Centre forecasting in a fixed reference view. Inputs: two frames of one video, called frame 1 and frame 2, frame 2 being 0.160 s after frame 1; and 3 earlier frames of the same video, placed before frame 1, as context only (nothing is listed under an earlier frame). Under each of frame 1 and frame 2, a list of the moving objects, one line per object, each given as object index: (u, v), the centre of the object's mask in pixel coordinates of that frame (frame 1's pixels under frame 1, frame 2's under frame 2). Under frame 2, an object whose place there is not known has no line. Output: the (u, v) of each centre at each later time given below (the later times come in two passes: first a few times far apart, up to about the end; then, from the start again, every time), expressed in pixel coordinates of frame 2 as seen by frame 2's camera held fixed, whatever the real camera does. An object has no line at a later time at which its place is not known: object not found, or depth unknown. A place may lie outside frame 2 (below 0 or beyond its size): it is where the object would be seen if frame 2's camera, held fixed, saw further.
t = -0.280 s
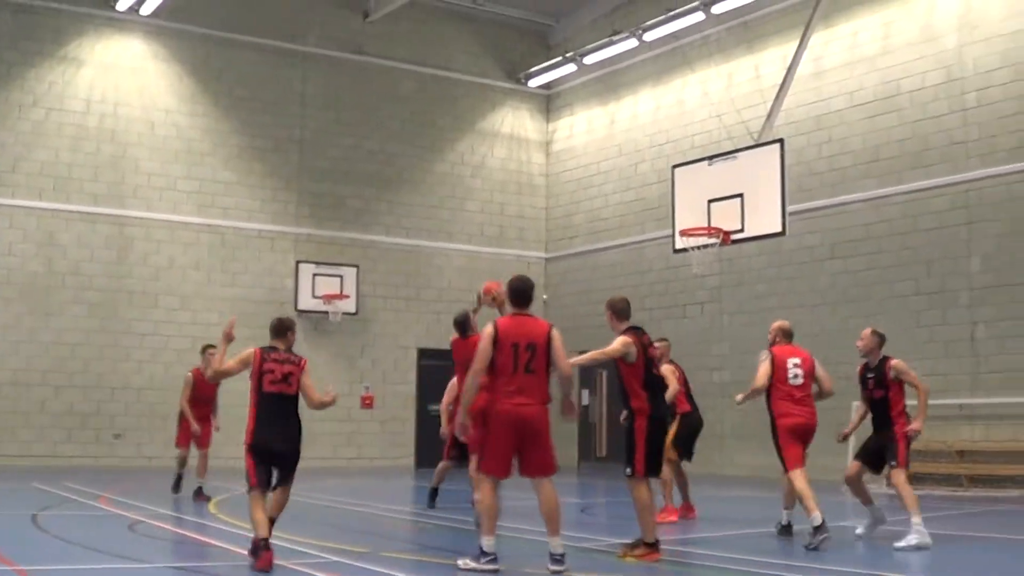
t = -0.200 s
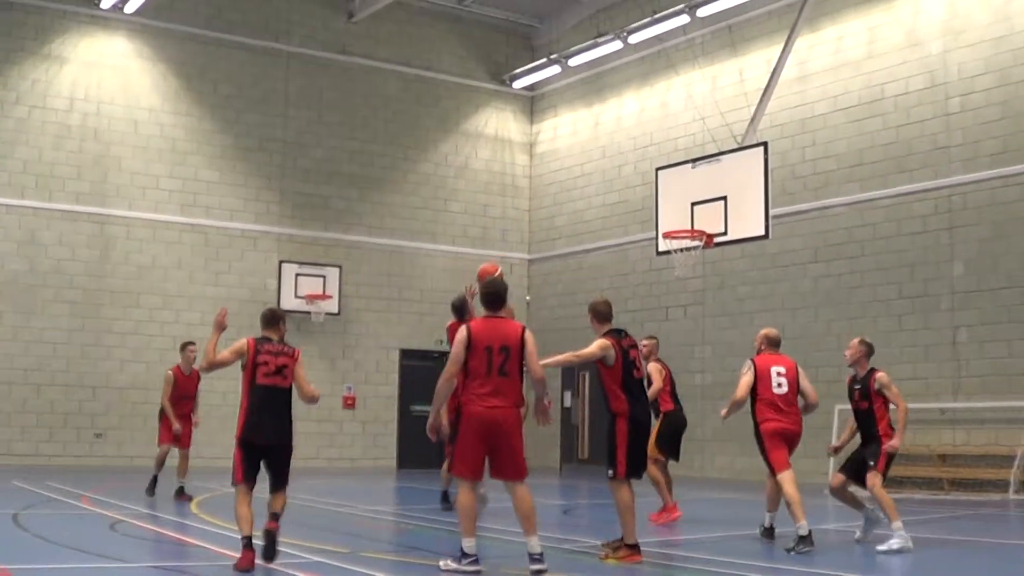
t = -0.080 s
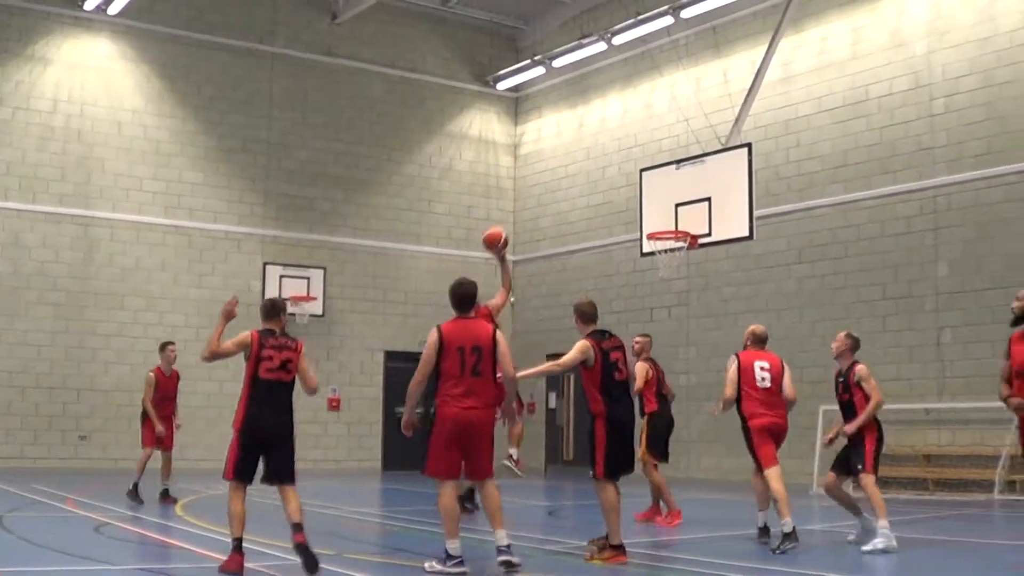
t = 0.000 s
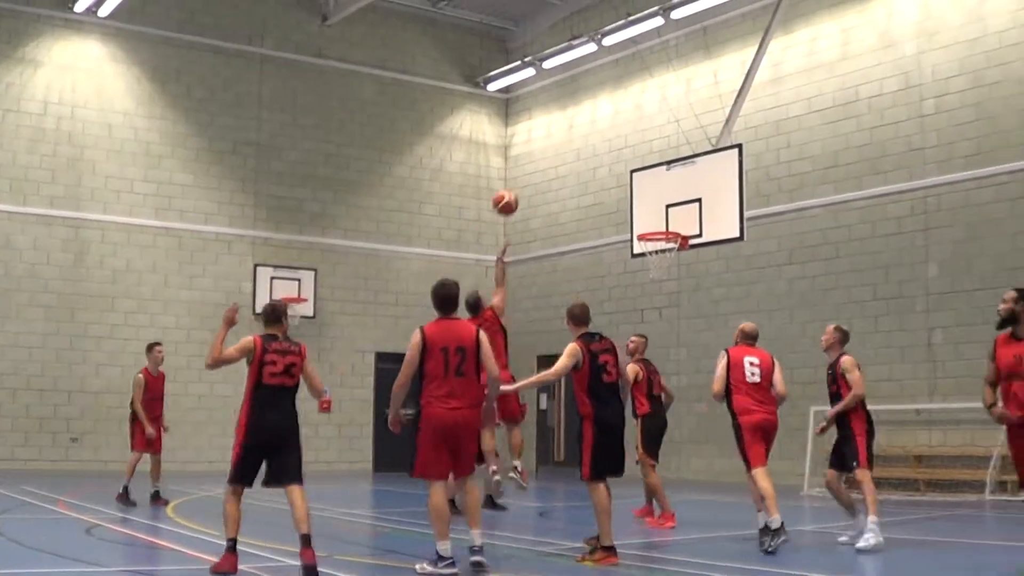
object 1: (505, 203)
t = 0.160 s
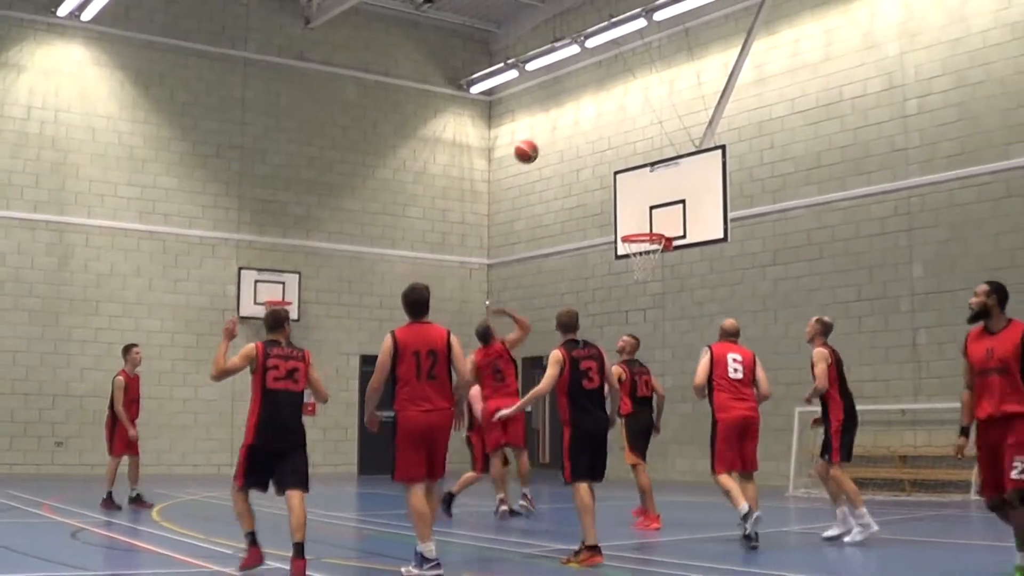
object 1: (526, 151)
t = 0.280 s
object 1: (552, 131)
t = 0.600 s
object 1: (612, 142)
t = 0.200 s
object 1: (535, 143)
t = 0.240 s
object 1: (544, 136)
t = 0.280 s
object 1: (552, 131)
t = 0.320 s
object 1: (560, 127)
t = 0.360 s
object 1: (568, 125)
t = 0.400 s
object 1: (576, 124)
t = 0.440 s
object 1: (584, 125)
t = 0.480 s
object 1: (591, 127)
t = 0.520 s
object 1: (598, 131)
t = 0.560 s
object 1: (605, 136)
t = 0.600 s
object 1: (612, 142)
